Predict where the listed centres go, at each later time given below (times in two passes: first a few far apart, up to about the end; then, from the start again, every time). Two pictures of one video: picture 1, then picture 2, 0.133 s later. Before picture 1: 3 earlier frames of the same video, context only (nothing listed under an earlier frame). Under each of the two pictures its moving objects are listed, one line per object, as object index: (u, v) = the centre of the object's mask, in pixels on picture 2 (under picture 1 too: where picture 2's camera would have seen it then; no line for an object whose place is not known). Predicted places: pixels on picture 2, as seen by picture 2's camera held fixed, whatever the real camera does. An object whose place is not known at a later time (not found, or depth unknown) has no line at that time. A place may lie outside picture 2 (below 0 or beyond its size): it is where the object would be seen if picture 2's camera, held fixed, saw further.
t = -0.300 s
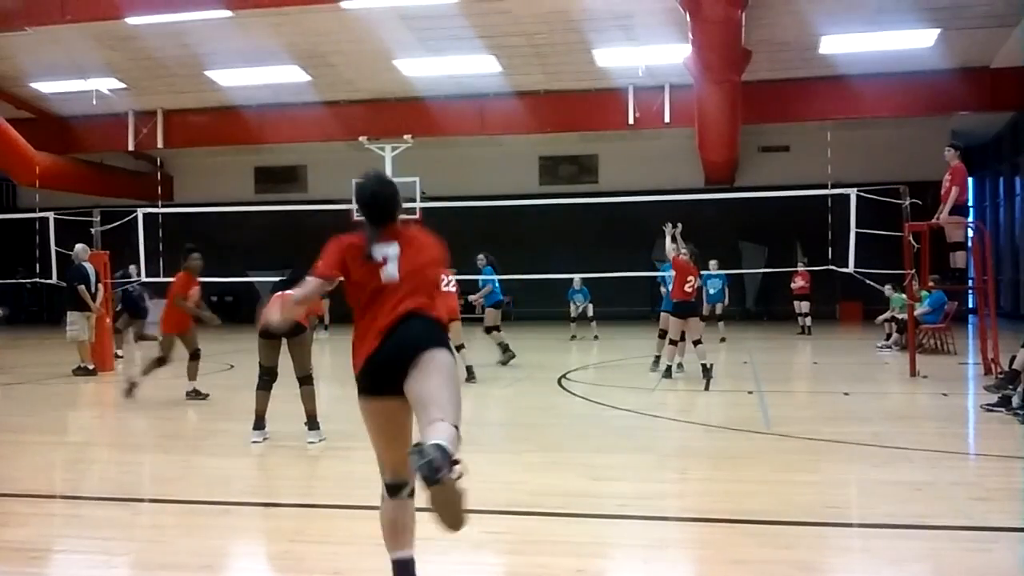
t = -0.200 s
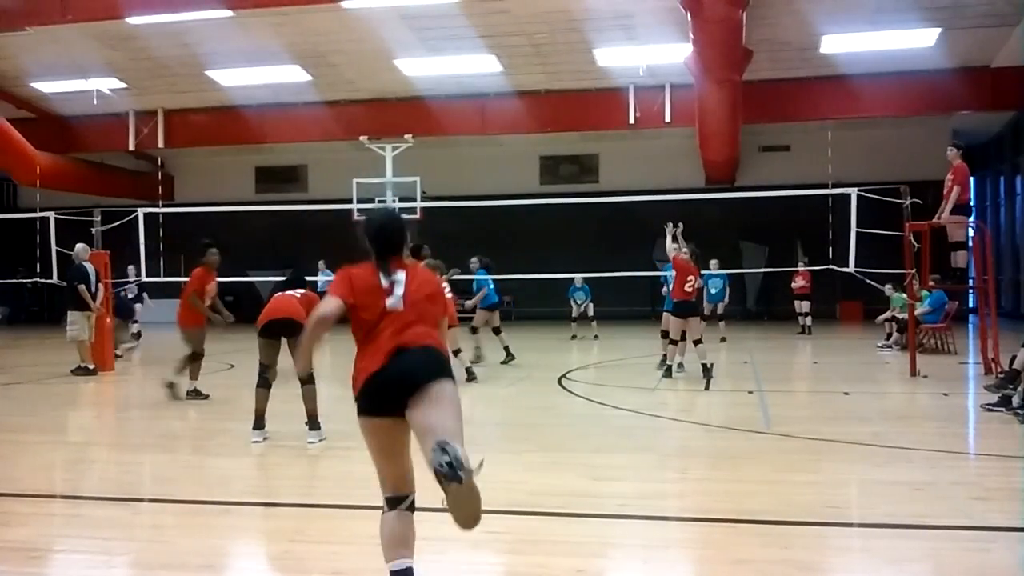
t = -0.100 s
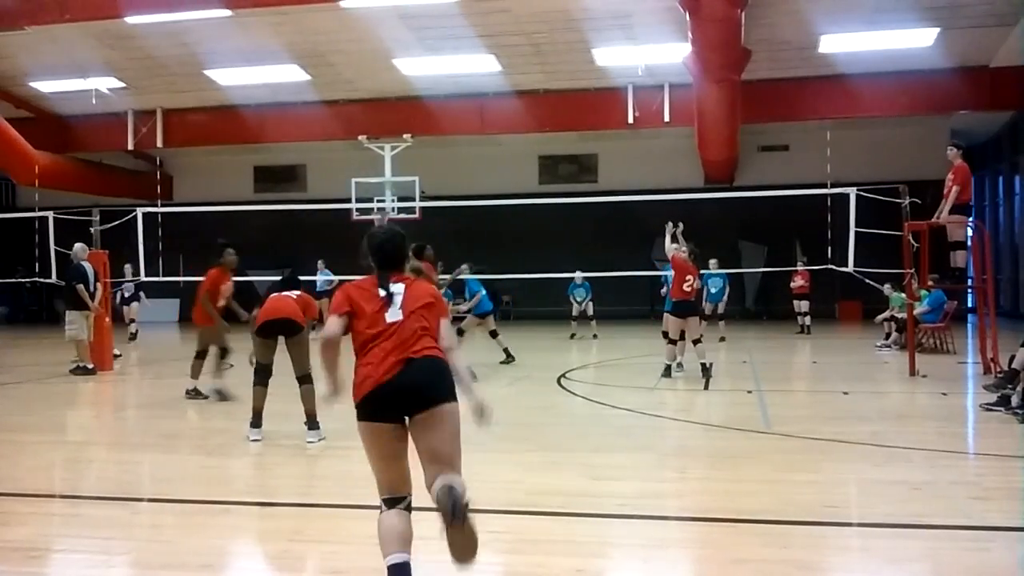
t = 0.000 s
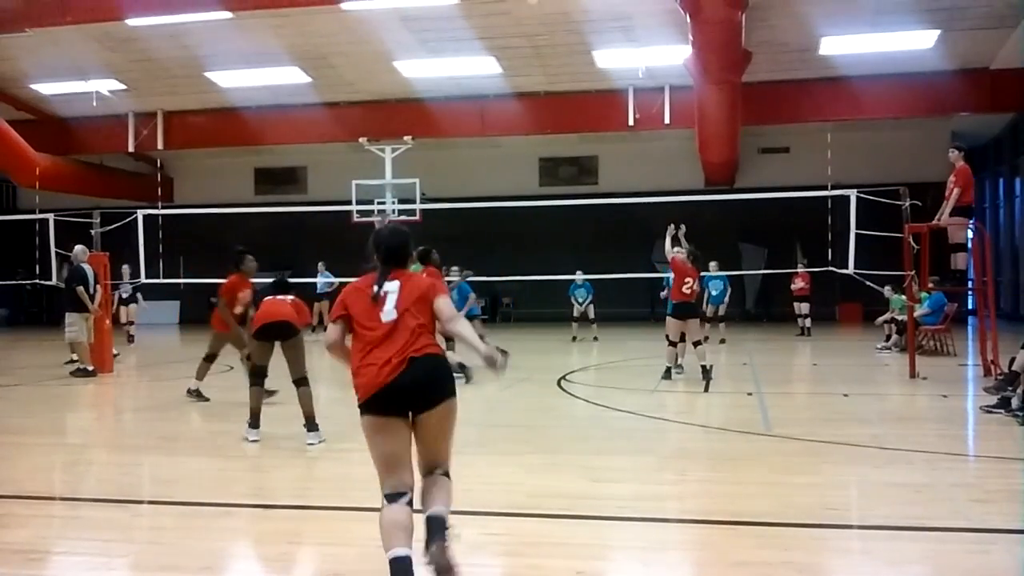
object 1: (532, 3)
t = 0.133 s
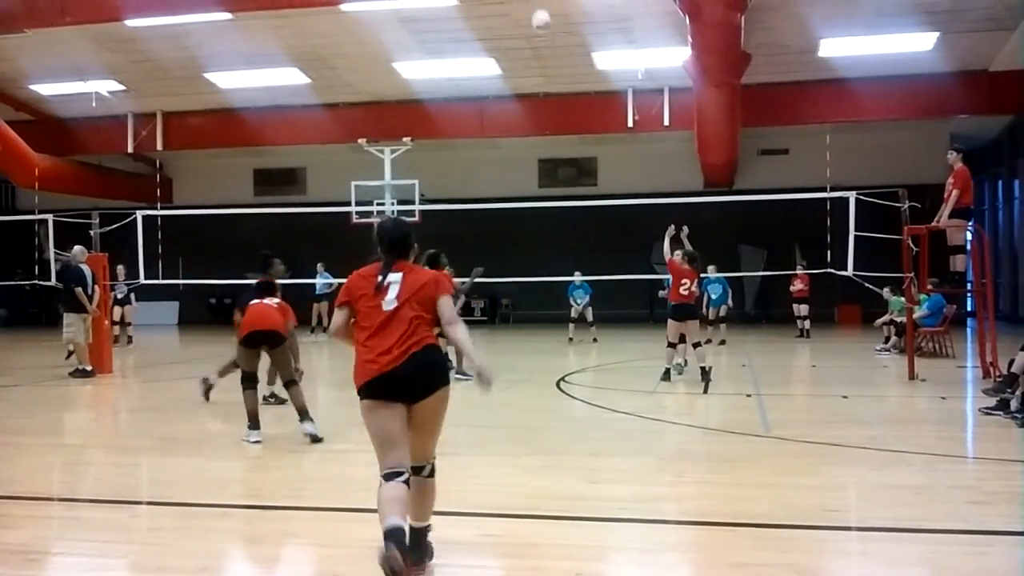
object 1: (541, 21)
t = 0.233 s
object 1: (544, 48)
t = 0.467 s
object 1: (549, 118)
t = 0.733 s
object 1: (555, 213)
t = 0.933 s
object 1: (560, 288)
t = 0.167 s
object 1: (542, 28)
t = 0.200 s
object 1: (544, 38)
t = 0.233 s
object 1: (544, 48)
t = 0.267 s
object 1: (545, 58)
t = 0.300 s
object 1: (546, 66)
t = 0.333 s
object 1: (547, 76)
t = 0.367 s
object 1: (547, 87)
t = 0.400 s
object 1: (548, 97)
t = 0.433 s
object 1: (549, 108)
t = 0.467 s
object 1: (549, 118)
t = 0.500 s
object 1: (550, 129)
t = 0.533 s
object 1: (551, 140)
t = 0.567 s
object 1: (552, 152)
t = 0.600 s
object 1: (552, 164)
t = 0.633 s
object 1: (553, 176)
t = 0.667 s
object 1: (554, 187)
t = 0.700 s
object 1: (554, 200)
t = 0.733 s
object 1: (555, 213)
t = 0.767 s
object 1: (556, 224)
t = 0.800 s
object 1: (557, 236)
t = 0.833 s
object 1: (558, 249)
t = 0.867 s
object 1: (559, 261)
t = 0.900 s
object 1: (559, 272)
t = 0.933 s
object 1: (560, 288)
